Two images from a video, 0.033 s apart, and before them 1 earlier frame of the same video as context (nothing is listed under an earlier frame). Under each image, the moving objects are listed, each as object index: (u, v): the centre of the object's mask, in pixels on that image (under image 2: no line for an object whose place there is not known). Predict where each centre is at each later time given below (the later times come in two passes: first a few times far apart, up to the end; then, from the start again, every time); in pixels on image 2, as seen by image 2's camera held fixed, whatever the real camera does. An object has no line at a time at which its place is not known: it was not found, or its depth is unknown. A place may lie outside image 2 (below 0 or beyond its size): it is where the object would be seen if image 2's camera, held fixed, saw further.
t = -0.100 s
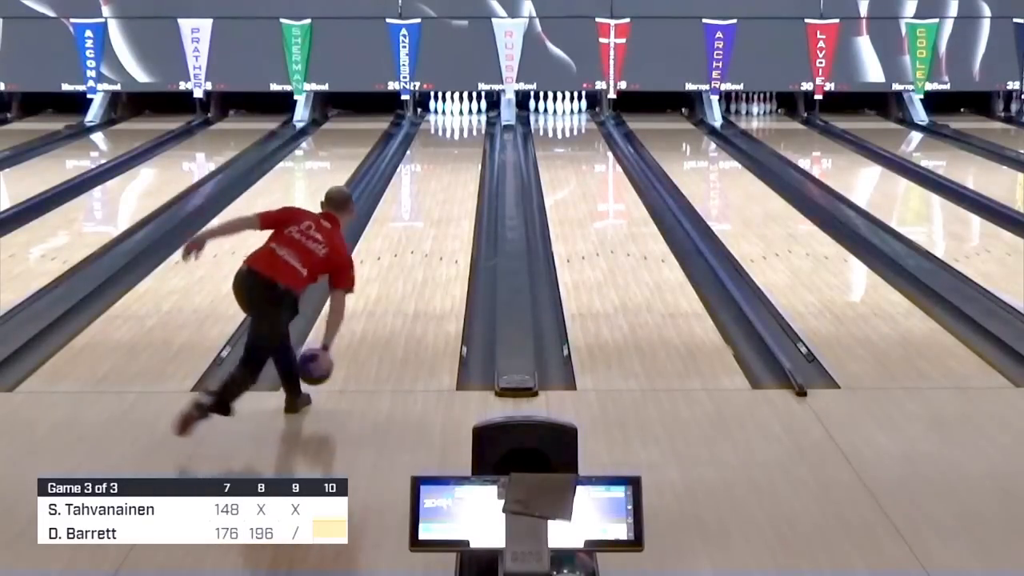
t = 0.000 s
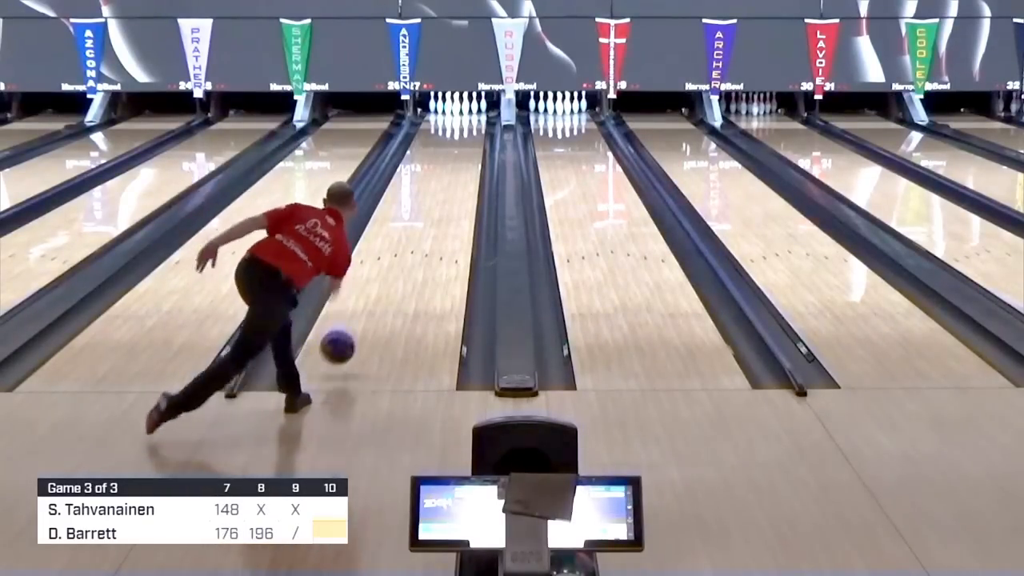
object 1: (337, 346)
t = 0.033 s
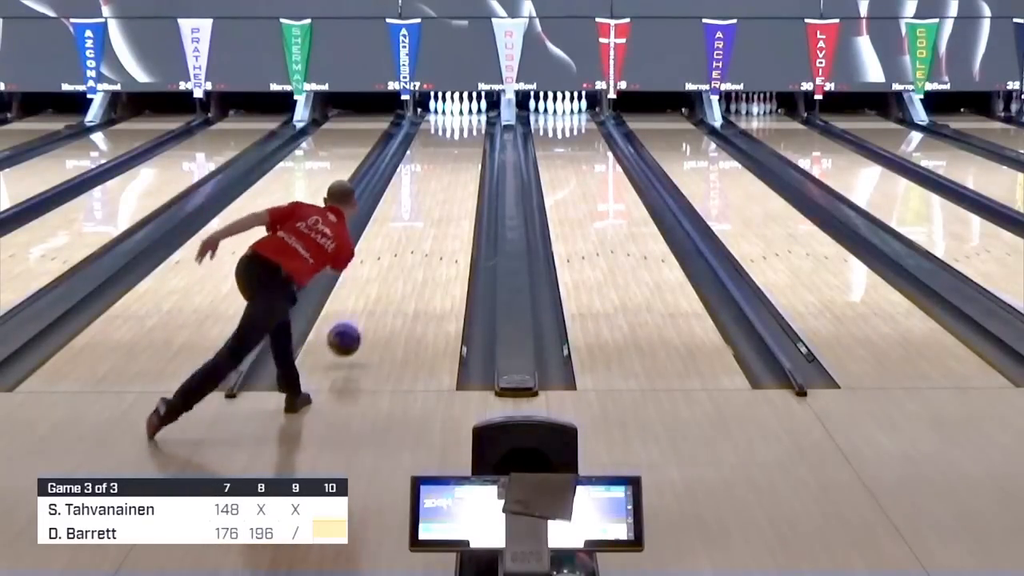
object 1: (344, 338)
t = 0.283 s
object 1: (383, 288)
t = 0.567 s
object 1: (414, 240)
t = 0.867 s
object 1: (437, 203)
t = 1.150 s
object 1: (452, 176)
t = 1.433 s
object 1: (464, 156)
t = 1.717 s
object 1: (471, 139)
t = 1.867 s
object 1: (471, 131)
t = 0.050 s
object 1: (347, 336)
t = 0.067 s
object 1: (350, 333)
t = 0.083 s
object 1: (353, 331)
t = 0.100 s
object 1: (356, 330)
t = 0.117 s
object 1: (358, 324)
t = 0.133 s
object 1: (361, 320)
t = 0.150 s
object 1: (364, 316)
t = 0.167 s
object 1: (366, 313)
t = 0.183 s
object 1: (369, 309)
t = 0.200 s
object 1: (372, 305)
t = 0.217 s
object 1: (374, 302)
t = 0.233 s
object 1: (376, 299)
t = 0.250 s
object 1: (378, 295)
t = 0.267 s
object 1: (381, 292)
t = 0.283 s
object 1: (383, 288)
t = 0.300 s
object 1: (385, 285)
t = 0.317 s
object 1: (387, 282)
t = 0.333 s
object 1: (389, 278)
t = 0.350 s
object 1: (391, 275)
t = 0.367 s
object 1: (393, 272)
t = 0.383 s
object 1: (395, 269)
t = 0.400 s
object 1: (397, 266)
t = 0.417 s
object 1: (399, 263)
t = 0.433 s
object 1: (400, 261)
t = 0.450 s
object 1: (402, 258)
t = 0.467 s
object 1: (404, 255)
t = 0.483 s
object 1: (406, 253)
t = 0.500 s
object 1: (407, 250)
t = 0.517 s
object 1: (409, 247)
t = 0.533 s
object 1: (410, 245)
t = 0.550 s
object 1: (412, 242)
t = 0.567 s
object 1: (414, 240)
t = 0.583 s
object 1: (415, 238)
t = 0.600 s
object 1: (417, 235)
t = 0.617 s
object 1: (418, 233)
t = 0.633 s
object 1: (419, 231)
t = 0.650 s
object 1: (421, 229)
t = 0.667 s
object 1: (422, 226)
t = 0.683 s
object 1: (423, 224)
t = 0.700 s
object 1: (425, 222)
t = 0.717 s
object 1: (426, 220)
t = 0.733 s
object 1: (427, 218)
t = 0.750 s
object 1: (428, 216)
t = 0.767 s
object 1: (430, 214)
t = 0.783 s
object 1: (431, 212)
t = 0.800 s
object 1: (432, 210)
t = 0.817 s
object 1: (433, 208)
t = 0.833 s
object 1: (434, 206)
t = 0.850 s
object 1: (436, 204)
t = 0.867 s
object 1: (437, 203)
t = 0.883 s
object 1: (438, 201)
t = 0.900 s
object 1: (439, 199)
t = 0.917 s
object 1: (440, 197)
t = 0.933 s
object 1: (441, 196)
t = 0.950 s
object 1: (442, 194)
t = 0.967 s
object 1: (443, 192)
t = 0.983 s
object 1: (444, 191)
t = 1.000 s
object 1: (445, 189)
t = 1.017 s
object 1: (445, 188)
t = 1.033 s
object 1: (446, 186)
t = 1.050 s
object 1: (447, 184)
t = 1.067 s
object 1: (448, 183)
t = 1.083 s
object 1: (449, 182)
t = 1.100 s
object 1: (450, 180)
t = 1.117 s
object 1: (451, 179)
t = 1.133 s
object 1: (451, 177)
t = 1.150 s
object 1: (452, 176)
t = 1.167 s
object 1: (453, 175)
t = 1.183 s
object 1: (454, 173)
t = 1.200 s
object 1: (455, 172)
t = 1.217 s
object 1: (455, 171)
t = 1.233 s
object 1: (456, 169)
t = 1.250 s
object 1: (457, 168)
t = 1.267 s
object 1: (458, 167)
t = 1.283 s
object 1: (458, 166)
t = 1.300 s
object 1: (459, 164)
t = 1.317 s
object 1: (460, 163)
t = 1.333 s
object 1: (460, 162)
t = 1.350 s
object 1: (461, 161)
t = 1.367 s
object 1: (461, 160)
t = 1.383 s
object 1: (462, 159)
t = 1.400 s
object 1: (463, 158)
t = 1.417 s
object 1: (463, 157)
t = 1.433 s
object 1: (464, 156)
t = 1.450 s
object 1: (464, 154)
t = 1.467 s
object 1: (465, 153)
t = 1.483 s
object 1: (465, 153)
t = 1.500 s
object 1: (466, 152)
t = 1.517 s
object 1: (467, 150)
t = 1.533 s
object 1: (467, 150)
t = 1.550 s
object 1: (468, 149)
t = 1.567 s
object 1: (468, 148)
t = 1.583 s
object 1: (468, 147)
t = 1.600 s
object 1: (468, 146)
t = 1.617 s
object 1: (469, 145)
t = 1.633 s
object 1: (469, 144)
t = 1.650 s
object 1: (470, 142)
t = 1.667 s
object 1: (470, 142)
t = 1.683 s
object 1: (470, 141)
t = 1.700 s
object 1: (470, 140)
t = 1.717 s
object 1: (471, 139)
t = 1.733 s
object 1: (471, 138)
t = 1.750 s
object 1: (471, 137)
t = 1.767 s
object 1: (471, 136)
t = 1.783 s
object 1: (471, 135)
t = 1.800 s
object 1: (472, 135)
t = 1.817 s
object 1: (471, 134)
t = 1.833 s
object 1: (471, 133)
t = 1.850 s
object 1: (472, 132)
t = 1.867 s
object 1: (471, 131)
